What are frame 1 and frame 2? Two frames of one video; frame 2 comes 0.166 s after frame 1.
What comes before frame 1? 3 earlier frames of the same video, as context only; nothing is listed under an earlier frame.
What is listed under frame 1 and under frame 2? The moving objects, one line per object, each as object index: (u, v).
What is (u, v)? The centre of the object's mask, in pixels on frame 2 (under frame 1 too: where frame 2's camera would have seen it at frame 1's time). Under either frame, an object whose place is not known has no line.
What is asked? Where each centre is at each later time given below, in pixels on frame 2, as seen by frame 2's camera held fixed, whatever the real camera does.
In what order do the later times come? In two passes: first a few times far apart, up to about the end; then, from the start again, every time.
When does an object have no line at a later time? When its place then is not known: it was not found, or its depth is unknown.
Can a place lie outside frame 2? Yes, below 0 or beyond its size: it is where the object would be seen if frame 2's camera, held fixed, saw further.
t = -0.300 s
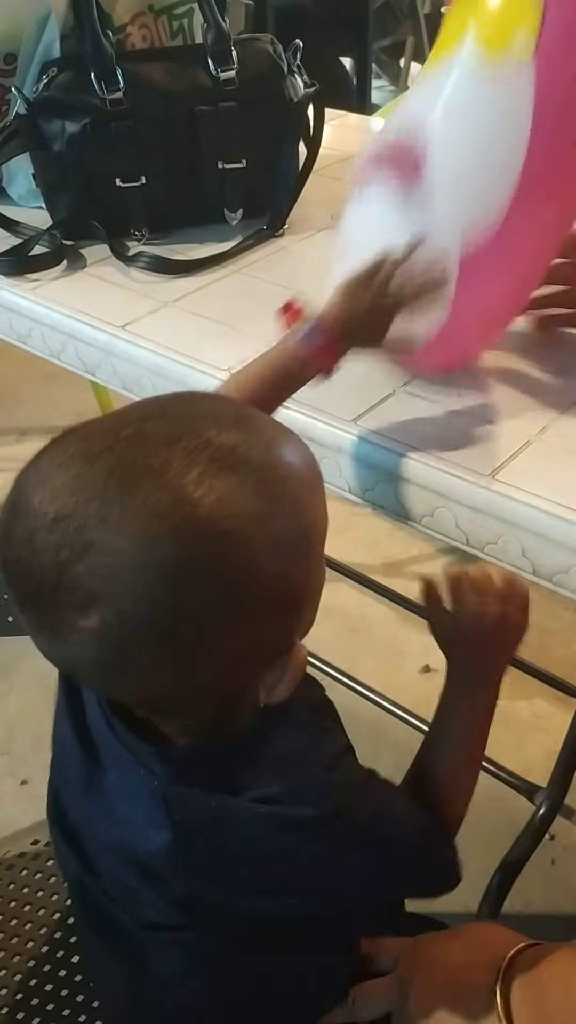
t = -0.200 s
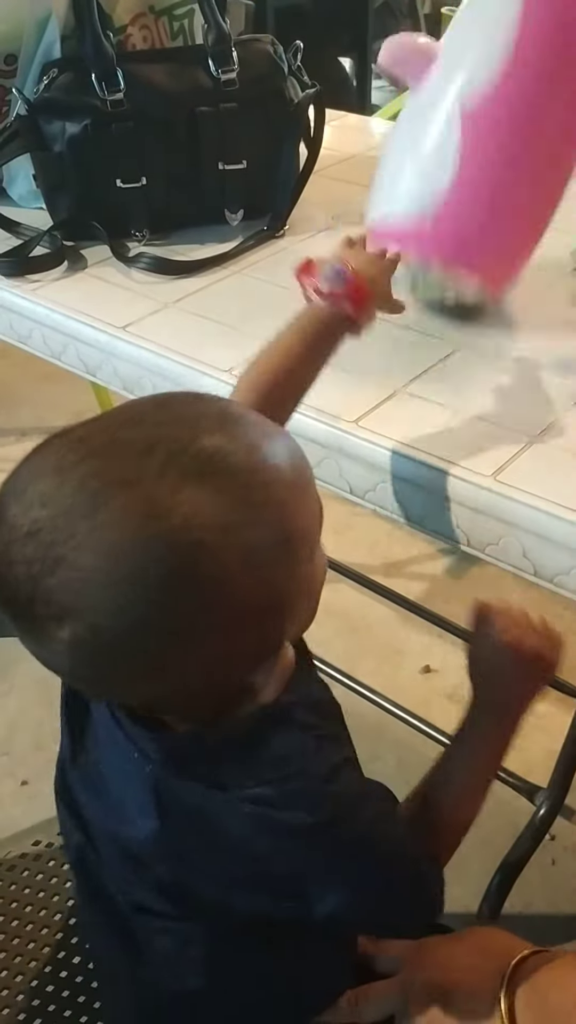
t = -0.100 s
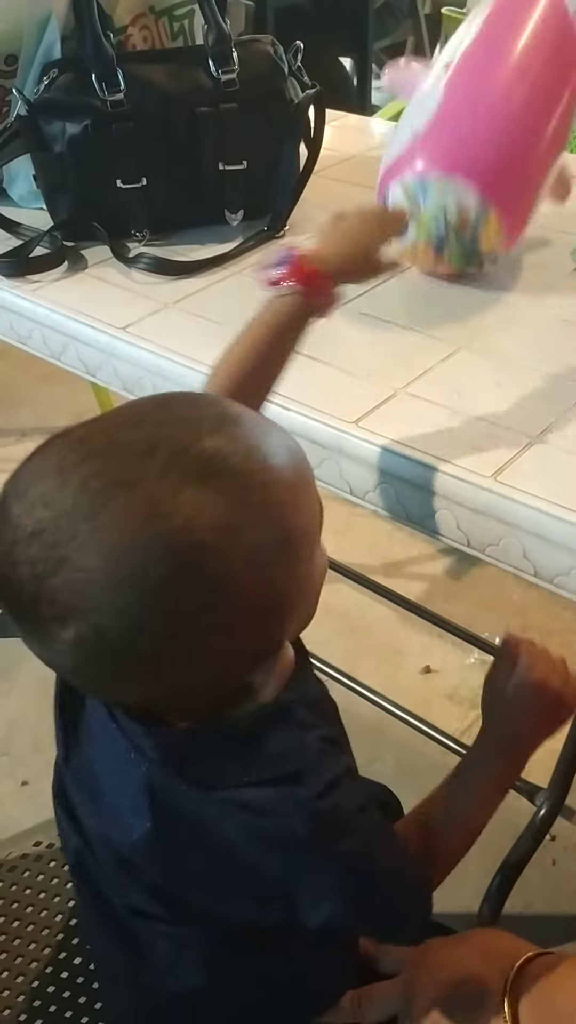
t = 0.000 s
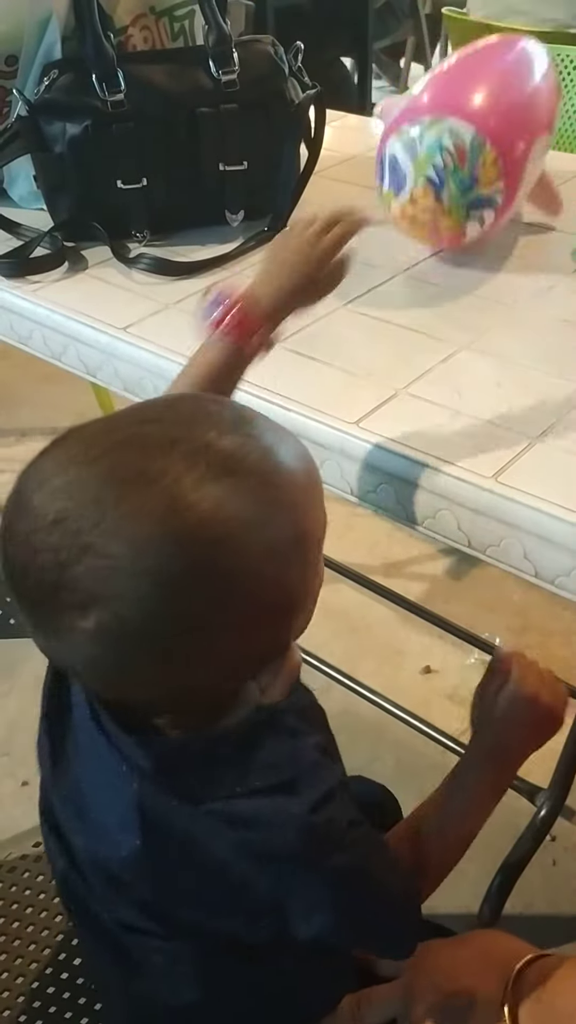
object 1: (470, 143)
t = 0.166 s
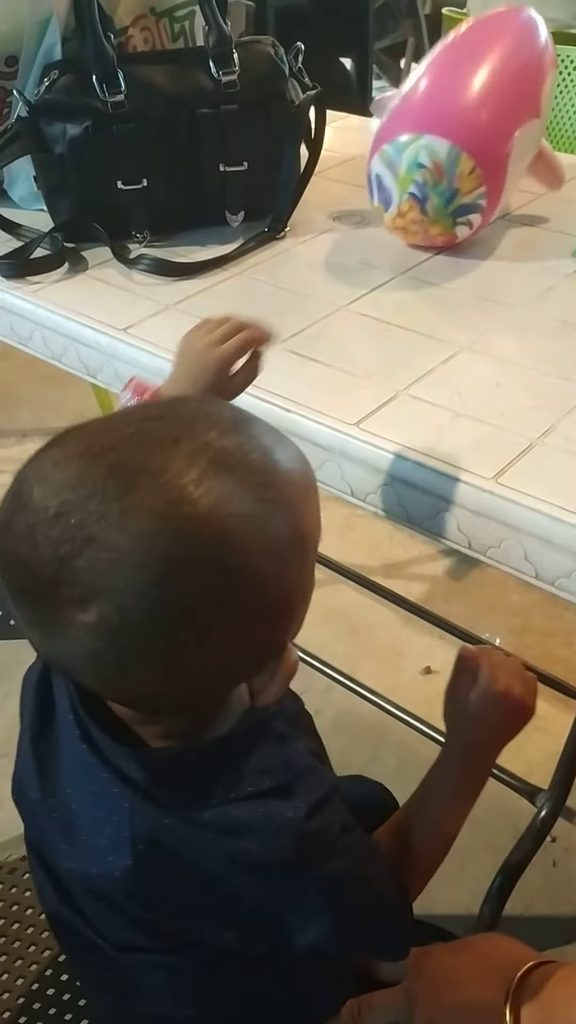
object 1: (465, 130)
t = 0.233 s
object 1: (459, 124)
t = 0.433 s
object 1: (433, 121)
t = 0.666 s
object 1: (405, 129)
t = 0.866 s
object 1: (375, 145)
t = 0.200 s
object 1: (463, 126)
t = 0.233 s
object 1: (459, 124)
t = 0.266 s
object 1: (456, 123)
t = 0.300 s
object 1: (451, 122)
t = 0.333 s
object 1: (447, 122)
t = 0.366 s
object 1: (443, 121)
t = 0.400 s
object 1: (438, 121)
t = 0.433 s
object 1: (433, 121)
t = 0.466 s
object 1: (429, 122)
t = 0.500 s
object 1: (425, 122)
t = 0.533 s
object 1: (422, 123)
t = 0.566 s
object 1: (418, 124)
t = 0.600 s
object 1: (414, 125)
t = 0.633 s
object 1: (409, 127)
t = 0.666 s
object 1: (405, 129)
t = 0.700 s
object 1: (400, 131)
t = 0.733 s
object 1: (395, 134)
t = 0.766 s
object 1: (391, 136)
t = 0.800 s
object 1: (386, 139)
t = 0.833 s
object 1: (380, 141)
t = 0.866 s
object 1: (375, 145)
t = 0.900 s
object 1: (369, 149)
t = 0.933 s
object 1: (365, 155)
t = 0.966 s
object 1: (362, 162)
